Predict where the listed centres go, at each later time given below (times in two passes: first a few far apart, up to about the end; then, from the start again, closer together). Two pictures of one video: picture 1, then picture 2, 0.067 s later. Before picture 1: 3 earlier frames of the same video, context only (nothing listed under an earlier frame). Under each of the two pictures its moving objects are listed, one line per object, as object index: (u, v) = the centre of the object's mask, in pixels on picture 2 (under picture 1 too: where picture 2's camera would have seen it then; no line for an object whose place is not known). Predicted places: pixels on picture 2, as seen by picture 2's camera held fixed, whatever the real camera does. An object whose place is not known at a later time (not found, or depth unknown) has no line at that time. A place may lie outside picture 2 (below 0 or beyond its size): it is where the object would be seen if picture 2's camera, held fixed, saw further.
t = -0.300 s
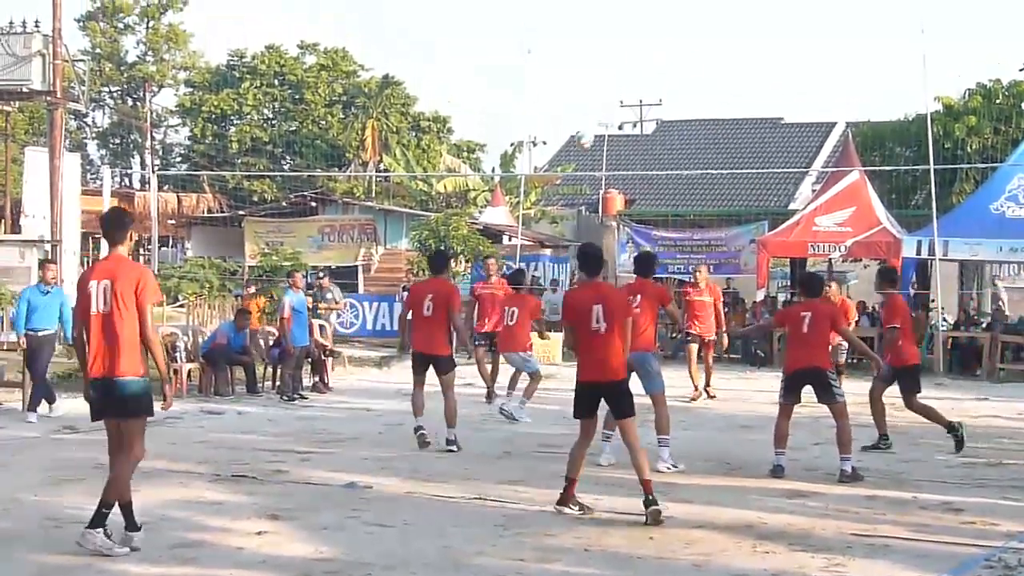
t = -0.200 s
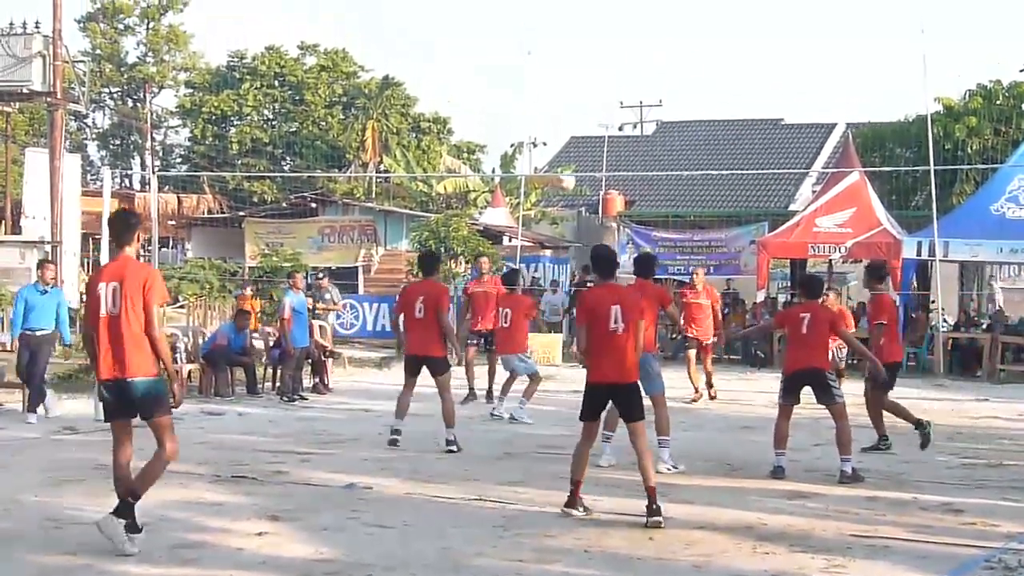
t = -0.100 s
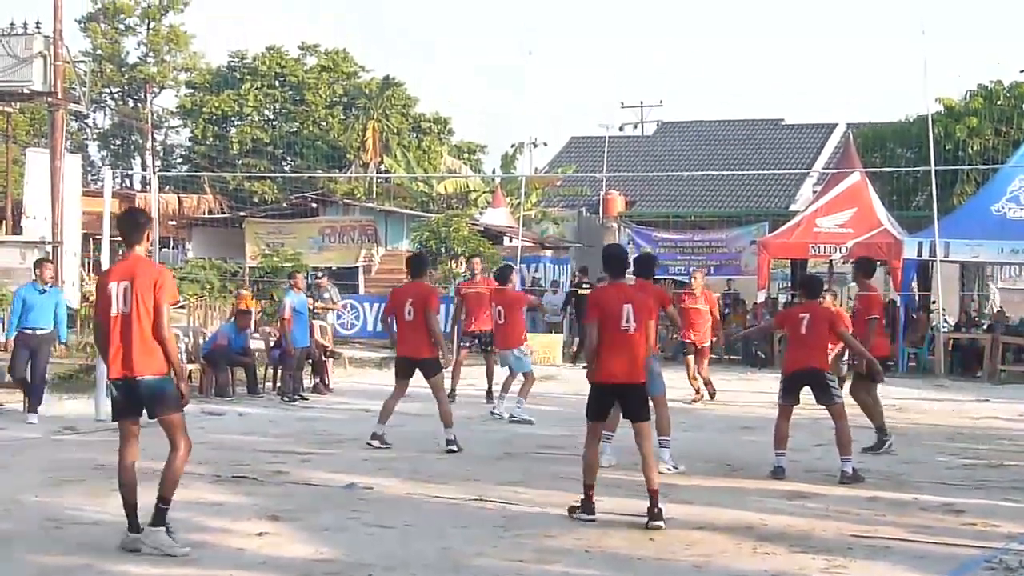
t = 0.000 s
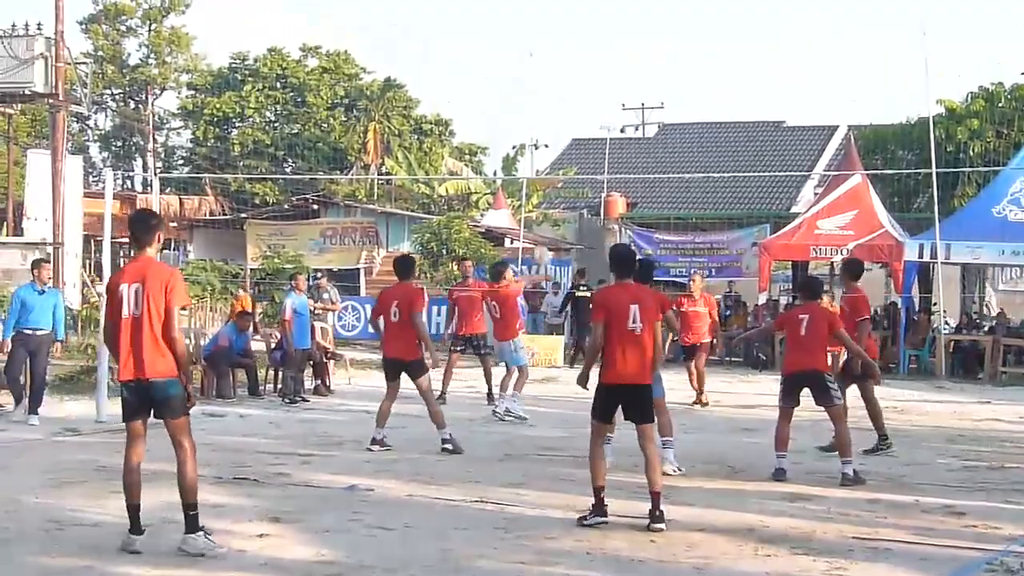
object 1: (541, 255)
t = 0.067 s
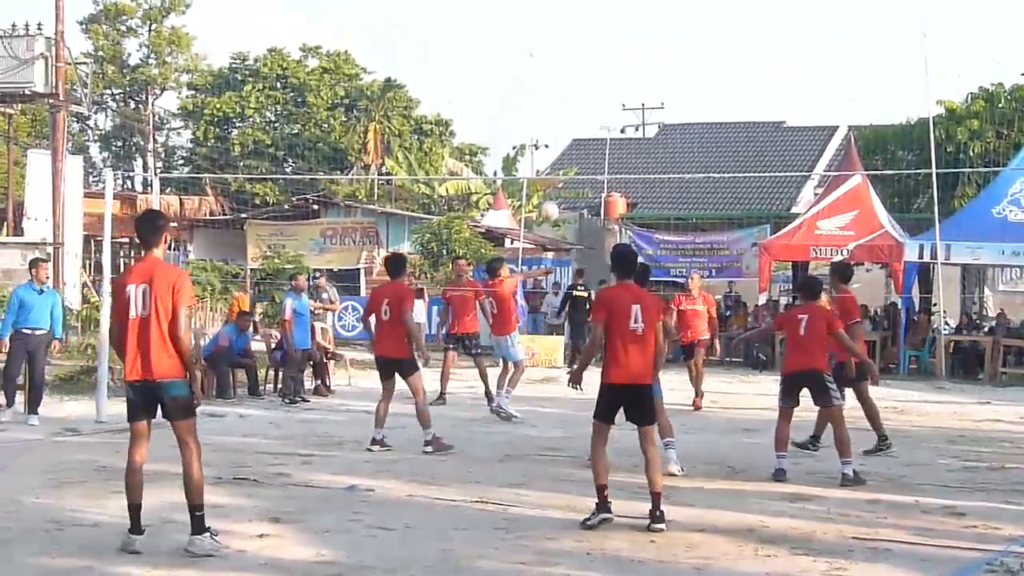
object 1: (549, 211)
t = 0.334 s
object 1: (582, 78)
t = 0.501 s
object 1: (603, 27)
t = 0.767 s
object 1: (639, 1)
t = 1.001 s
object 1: (670, 32)
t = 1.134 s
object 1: (684, 74)
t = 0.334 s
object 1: (582, 78)
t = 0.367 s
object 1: (587, 66)
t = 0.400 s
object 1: (591, 54)
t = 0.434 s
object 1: (595, 45)
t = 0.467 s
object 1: (599, 36)
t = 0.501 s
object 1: (603, 27)
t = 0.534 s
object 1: (608, 21)
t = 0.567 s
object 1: (613, 14)
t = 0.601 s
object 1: (617, 10)
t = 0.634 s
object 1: (621, 7)
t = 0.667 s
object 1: (627, 3)
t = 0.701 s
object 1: (630, 1)
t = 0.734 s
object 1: (634, 1)
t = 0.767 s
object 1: (639, 1)
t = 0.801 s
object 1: (643, 4)
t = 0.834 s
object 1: (647, 6)
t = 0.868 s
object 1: (652, 9)
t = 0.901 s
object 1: (656, 13)
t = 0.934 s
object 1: (659, 18)
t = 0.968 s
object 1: (664, 25)
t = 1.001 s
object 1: (670, 32)
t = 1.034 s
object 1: (672, 41)
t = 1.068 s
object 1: (676, 51)
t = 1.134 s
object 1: (684, 74)
